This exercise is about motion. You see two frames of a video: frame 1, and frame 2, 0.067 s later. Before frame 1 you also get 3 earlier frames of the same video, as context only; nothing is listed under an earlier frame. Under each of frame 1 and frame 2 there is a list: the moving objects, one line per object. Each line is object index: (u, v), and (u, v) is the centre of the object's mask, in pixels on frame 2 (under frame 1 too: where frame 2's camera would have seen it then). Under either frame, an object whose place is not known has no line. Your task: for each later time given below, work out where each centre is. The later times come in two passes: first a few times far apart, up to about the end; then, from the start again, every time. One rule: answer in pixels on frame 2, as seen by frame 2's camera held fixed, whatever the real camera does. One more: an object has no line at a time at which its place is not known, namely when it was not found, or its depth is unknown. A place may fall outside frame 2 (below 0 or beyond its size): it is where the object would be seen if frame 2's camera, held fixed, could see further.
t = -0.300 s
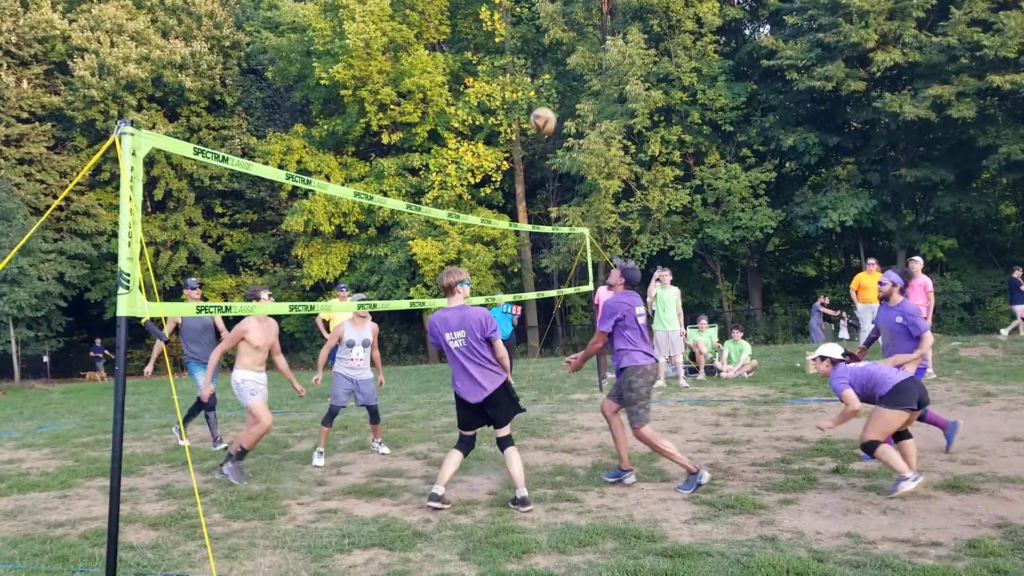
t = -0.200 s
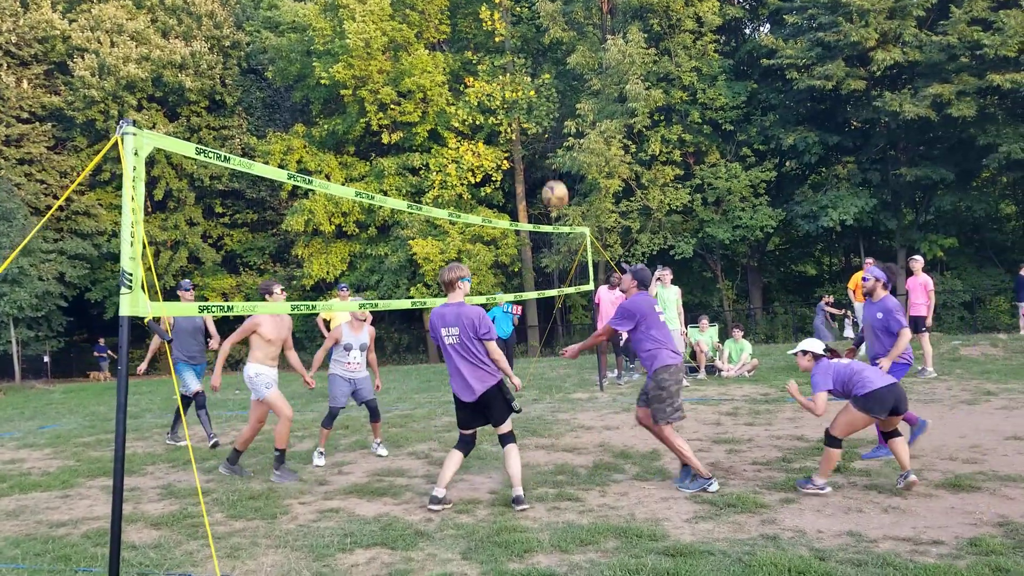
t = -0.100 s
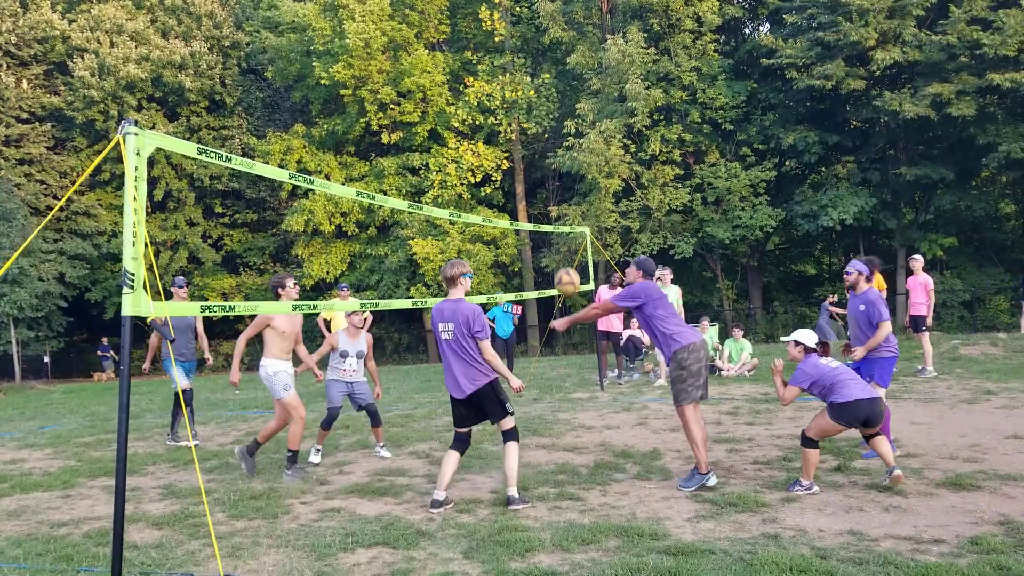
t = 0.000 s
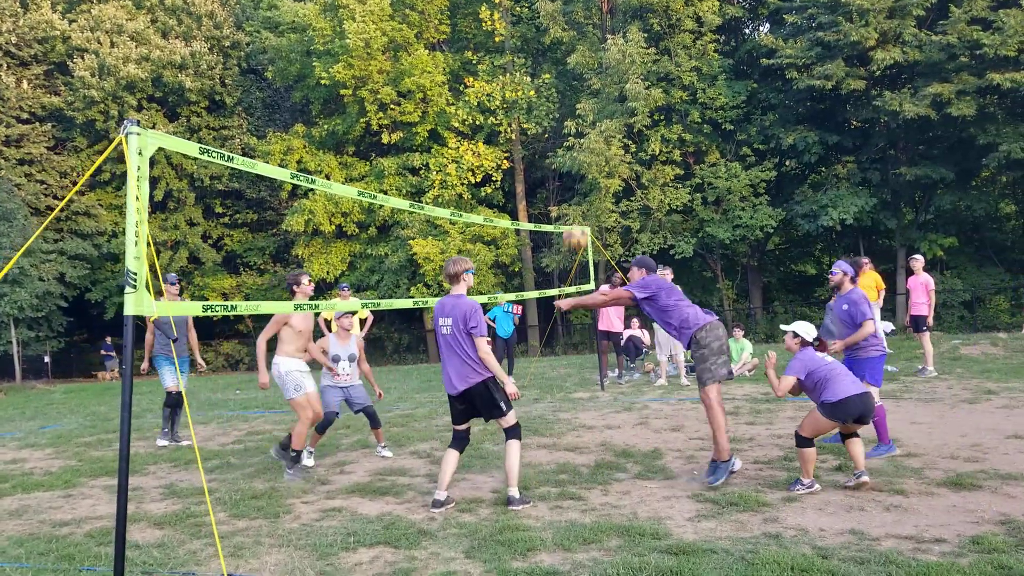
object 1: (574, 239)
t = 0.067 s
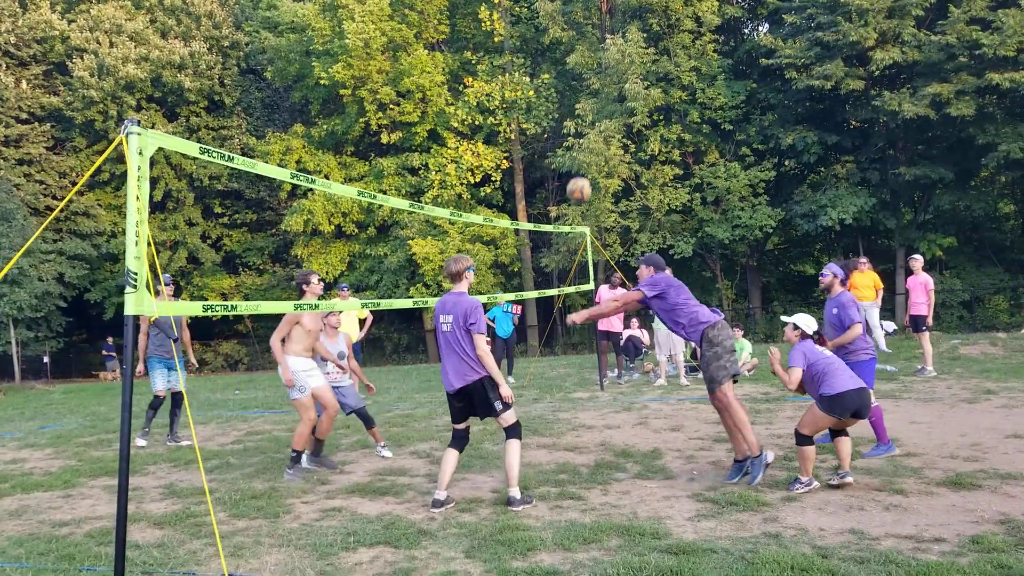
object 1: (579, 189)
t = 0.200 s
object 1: (590, 113)
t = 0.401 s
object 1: (606, 42)
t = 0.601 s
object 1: (623, 18)
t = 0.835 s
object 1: (644, 42)
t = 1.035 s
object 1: (663, 98)
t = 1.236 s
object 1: (682, 183)
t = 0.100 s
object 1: (581, 168)
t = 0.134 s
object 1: (584, 148)
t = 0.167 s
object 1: (587, 130)
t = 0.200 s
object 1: (590, 113)
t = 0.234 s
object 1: (592, 98)
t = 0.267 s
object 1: (594, 83)
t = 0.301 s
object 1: (597, 72)
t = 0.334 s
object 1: (600, 60)
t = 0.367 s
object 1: (603, 51)
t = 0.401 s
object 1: (606, 42)
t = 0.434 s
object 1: (609, 35)
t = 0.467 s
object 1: (611, 30)
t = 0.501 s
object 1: (614, 25)
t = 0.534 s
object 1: (616, 22)
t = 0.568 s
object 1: (620, 19)
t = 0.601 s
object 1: (623, 18)
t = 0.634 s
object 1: (625, 19)
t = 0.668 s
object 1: (628, 19)
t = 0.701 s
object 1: (631, 22)
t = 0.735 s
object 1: (634, 25)
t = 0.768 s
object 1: (637, 29)
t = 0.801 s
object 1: (641, 35)
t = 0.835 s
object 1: (644, 42)
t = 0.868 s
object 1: (646, 48)
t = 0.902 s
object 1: (650, 57)
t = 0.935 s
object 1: (653, 66)
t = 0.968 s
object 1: (656, 75)
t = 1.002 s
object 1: (659, 86)
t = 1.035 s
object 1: (663, 98)
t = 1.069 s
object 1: (666, 111)
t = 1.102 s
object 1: (669, 123)
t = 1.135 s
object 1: (671, 137)
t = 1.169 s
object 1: (675, 152)
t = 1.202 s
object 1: (679, 168)
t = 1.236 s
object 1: (682, 183)
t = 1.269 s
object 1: (685, 200)
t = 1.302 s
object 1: (689, 218)
